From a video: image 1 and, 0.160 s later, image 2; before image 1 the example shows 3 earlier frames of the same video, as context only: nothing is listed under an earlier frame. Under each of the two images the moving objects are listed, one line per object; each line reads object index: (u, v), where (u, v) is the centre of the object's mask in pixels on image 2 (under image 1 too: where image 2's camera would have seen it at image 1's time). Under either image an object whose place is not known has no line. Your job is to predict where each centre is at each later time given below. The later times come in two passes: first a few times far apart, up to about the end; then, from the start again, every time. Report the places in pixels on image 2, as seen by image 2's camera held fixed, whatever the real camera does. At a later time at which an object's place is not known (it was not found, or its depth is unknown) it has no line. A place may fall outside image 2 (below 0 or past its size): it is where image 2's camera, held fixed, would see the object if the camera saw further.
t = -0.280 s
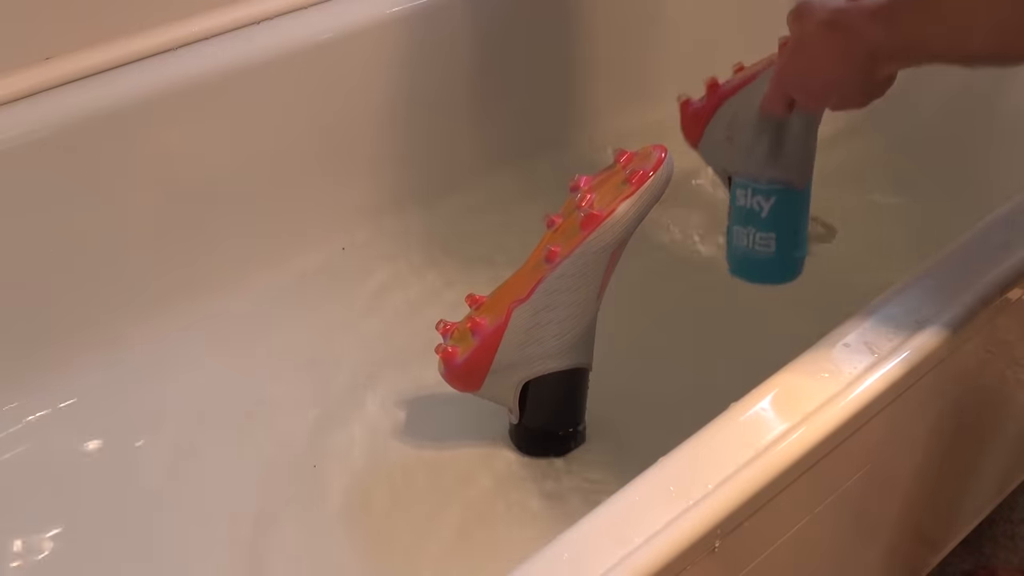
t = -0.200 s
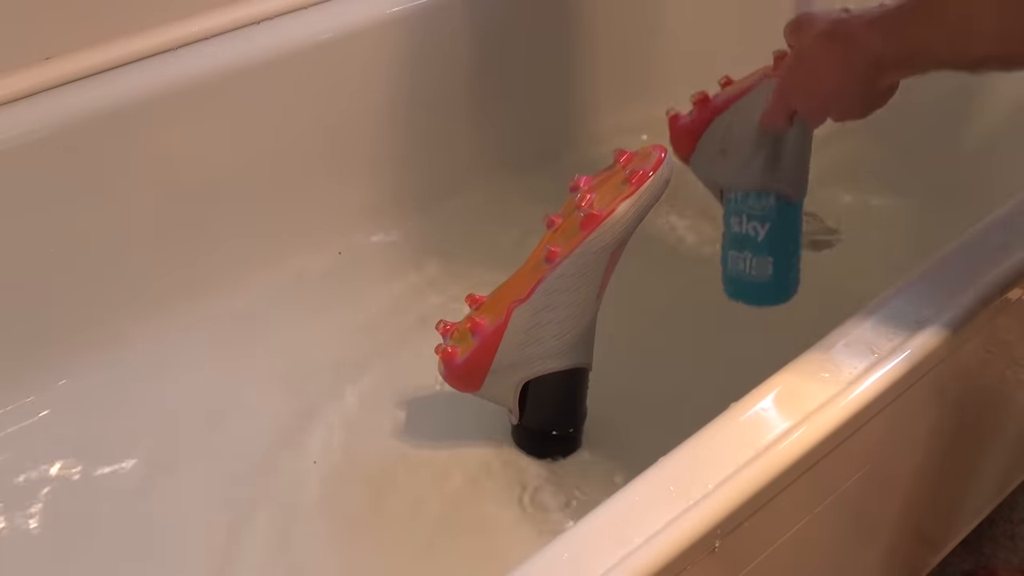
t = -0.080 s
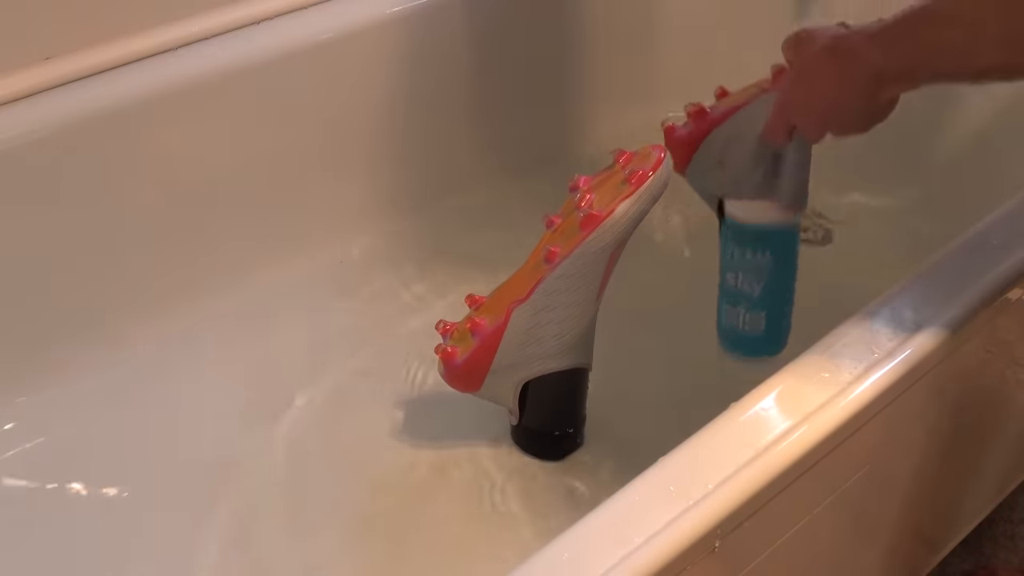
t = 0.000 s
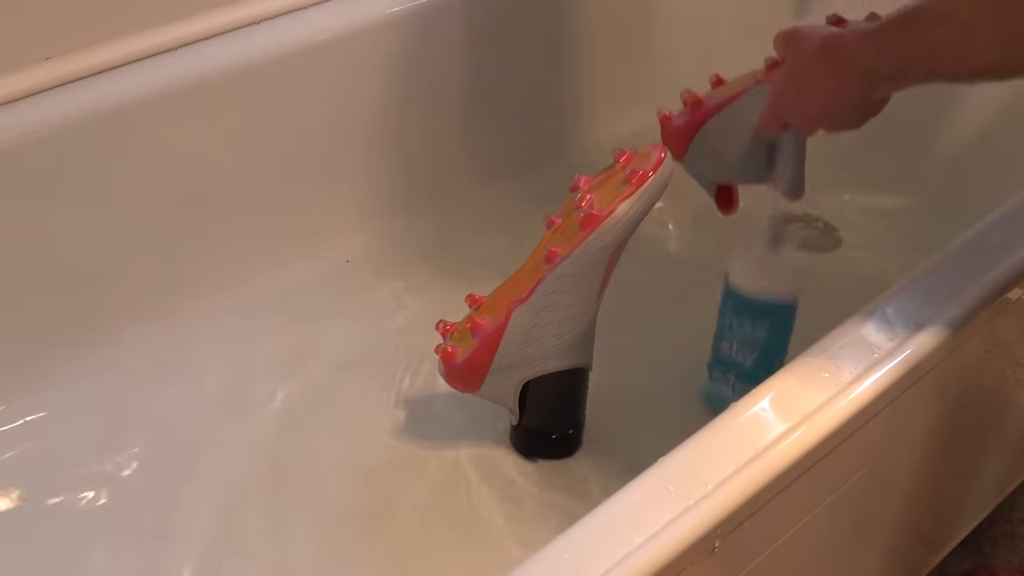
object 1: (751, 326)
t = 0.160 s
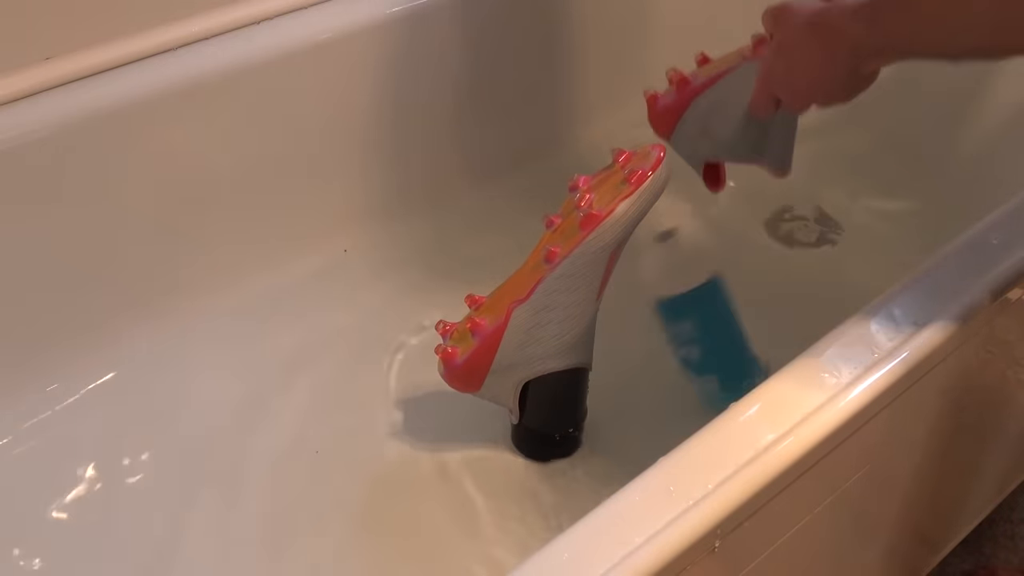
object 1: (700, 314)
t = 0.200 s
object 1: (687, 335)
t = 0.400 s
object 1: (645, 358)
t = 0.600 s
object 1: (634, 359)
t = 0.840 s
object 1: (624, 361)
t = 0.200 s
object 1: (687, 335)
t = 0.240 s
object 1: (674, 343)
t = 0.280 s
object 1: (668, 348)
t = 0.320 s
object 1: (656, 354)
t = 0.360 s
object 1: (649, 359)
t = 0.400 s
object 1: (645, 358)
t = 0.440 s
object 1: (642, 357)
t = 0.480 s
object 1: (639, 357)
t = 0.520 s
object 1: (634, 358)
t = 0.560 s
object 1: (635, 359)
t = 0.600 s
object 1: (634, 359)
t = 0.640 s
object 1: (633, 362)
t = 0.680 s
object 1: (630, 364)
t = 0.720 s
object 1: (628, 364)
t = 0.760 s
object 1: (625, 363)
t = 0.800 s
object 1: (625, 362)
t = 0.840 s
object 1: (624, 361)
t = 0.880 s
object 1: (624, 365)
